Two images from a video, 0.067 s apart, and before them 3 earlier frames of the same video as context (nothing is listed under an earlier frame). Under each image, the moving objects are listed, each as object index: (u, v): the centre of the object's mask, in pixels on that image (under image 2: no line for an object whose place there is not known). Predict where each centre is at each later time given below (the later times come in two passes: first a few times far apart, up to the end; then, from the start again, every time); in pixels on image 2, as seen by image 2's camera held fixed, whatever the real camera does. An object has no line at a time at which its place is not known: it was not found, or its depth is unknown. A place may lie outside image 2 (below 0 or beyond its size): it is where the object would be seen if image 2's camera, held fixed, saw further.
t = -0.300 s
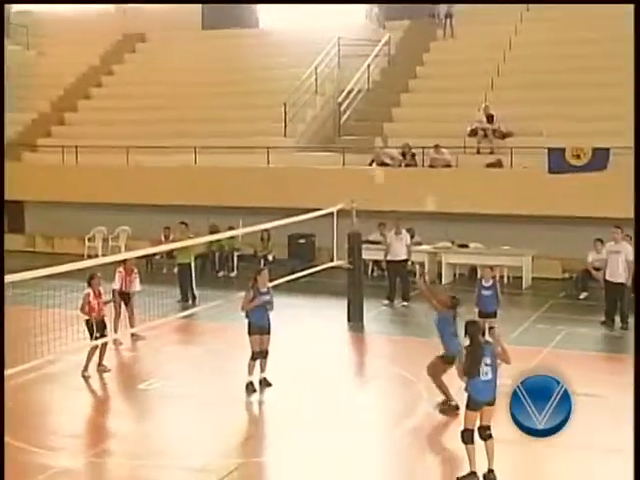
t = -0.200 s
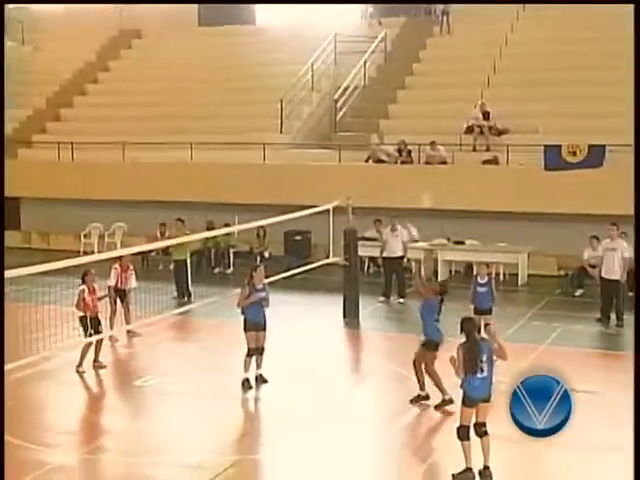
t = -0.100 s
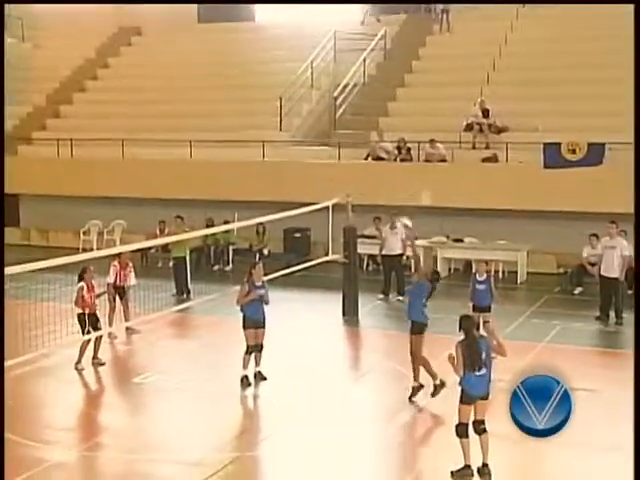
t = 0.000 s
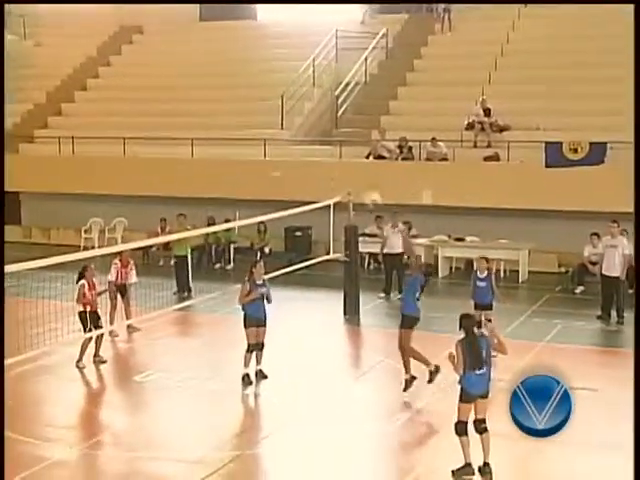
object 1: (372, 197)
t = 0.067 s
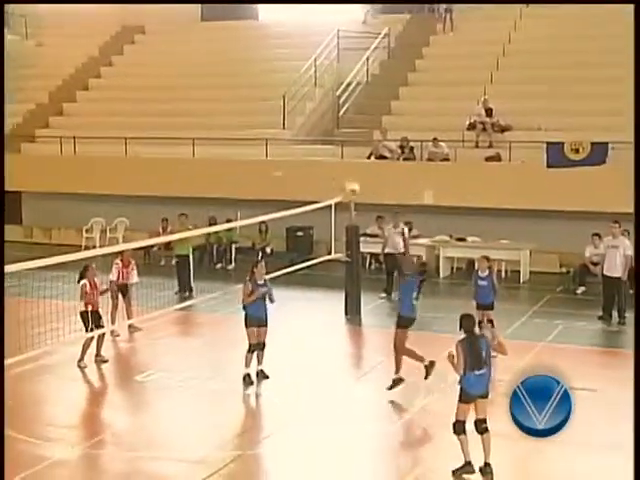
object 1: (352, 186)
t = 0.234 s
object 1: (298, 168)
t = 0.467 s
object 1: (230, 182)
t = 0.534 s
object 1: (212, 193)
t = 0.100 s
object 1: (341, 180)
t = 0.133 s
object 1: (330, 177)
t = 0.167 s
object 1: (319, 175)
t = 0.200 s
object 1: (311, 173)
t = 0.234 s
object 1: (298, 168)
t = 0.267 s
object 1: (287, 167)
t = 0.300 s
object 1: (277, 167)
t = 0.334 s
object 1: (269, 168)
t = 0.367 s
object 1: (258, 170)
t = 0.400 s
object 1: (249, 173)
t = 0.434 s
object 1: (240, 176)
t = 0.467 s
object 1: (230, 182)
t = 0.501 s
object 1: (221, 186)
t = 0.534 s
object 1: (212, 193)
